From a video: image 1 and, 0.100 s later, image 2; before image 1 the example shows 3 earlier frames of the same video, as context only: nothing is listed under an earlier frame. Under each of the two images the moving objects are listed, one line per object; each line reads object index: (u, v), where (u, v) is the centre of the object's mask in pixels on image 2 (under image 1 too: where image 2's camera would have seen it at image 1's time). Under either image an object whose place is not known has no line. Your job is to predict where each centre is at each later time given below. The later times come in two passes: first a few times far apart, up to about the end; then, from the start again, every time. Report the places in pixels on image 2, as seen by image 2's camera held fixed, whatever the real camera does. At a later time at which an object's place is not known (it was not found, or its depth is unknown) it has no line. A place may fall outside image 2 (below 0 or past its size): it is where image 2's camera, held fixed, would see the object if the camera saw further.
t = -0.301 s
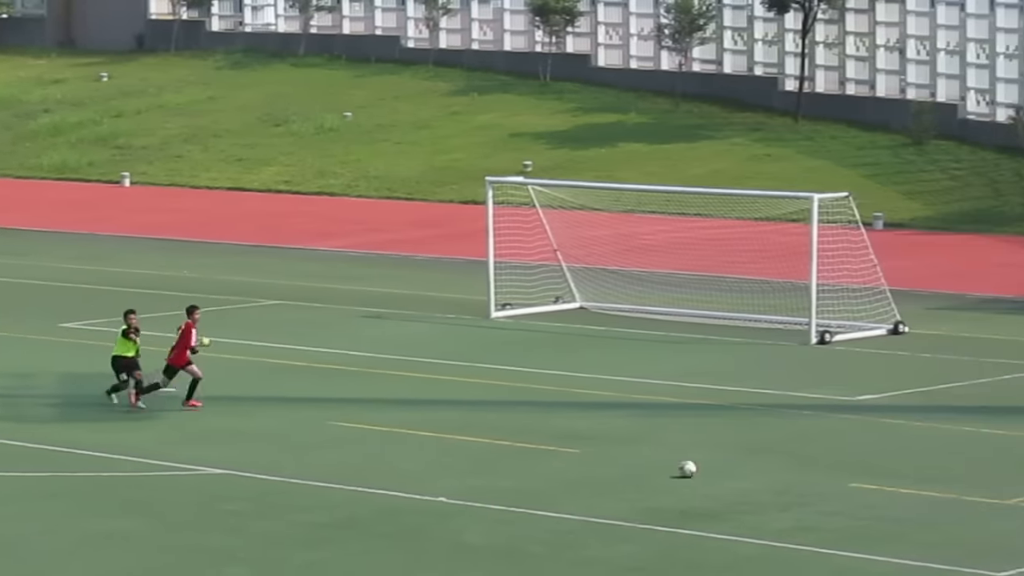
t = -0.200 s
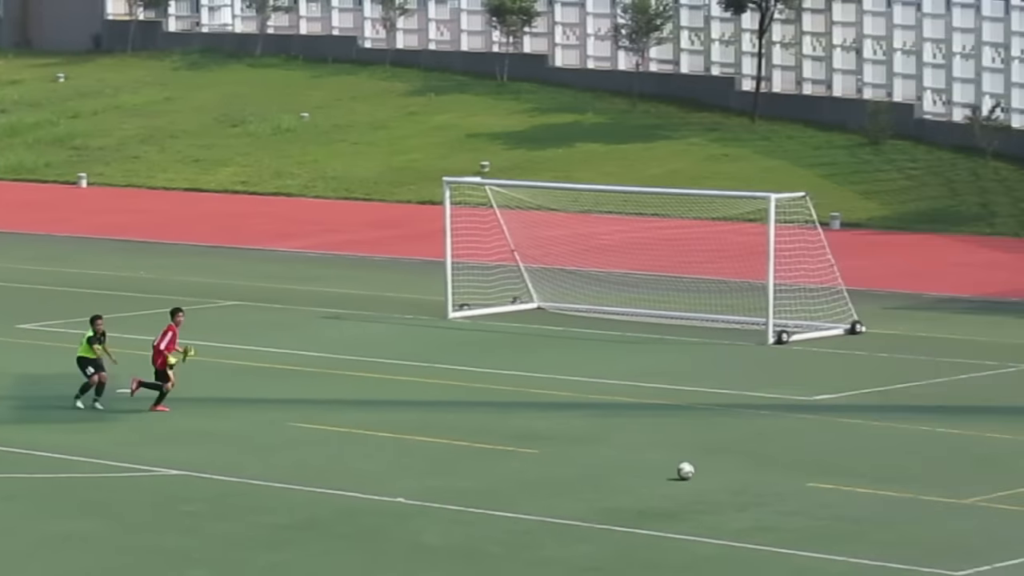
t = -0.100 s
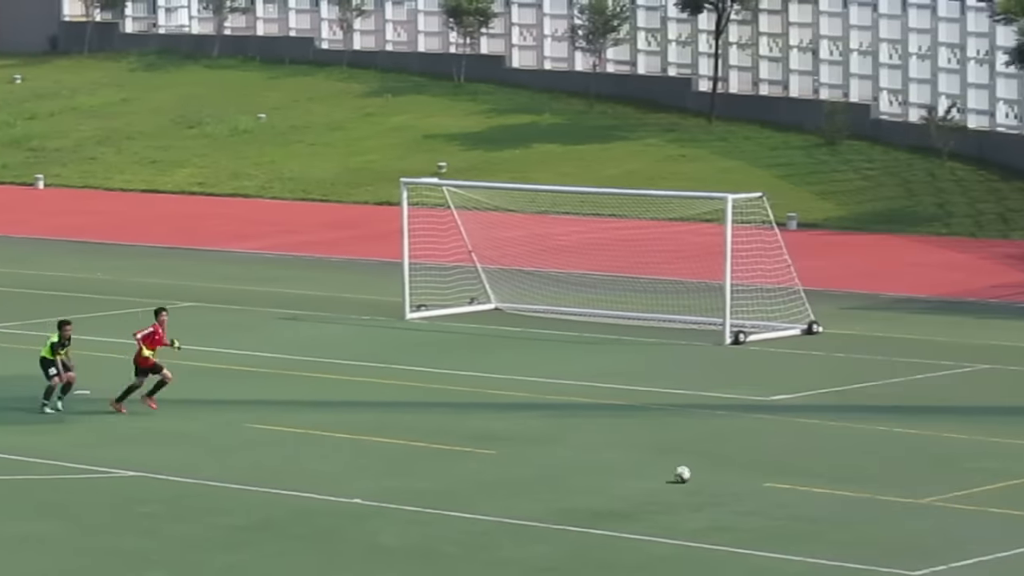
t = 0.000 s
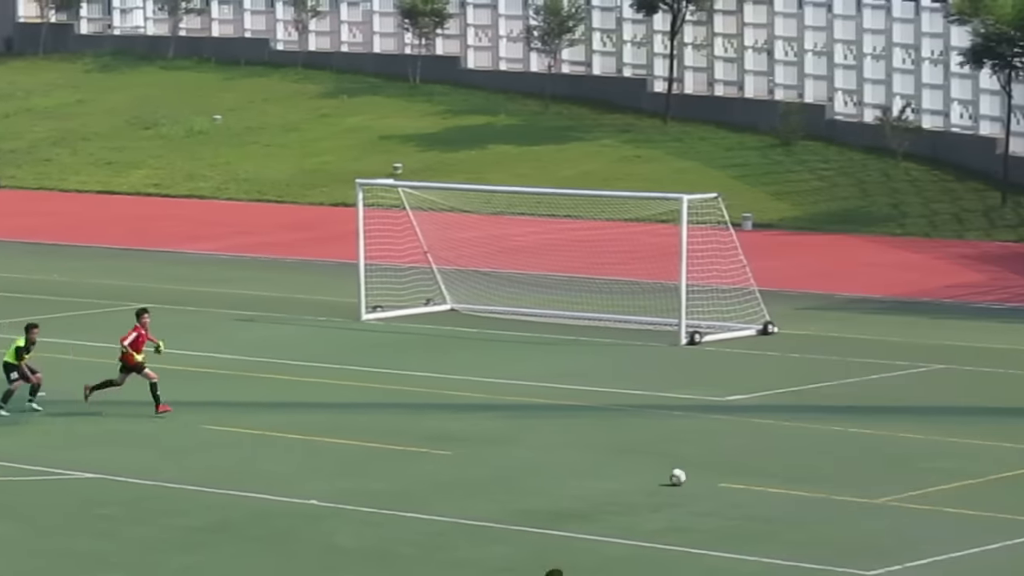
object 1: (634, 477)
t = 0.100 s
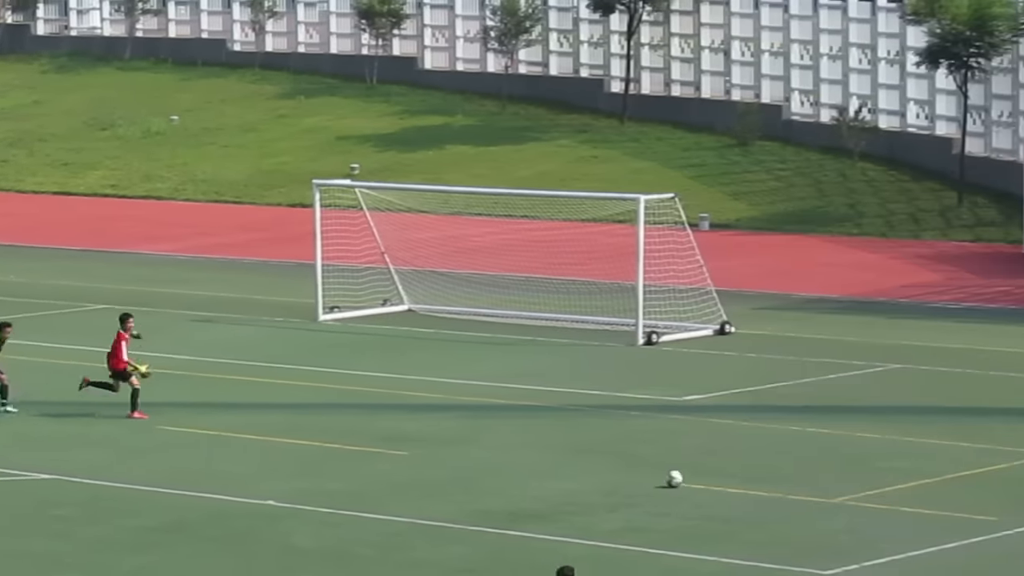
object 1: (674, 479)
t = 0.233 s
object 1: (728, 482)
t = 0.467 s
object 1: (820, 487)
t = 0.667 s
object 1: (899, 492)
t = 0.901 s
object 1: (988, 498)
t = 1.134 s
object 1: (1082, 504)
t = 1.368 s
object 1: (1178, 510)
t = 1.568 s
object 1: (1259, 512)
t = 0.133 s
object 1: (687, 479)
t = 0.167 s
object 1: (700, 480)
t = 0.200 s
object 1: (714, 481)
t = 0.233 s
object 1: (728, 482)
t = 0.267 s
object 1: (740, 482)
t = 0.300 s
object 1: (754, 483)
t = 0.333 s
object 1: (767, 484)
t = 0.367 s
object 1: (780, 485)
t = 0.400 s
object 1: (793, 486)
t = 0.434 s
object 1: (807, 487)
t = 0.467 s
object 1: (820, 487)
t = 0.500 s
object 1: (833, 487)
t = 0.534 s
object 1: (847, 489)
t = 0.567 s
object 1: (859, 490)
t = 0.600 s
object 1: (873, 490)
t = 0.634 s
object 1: (886, 491)
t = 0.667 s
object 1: (899, 492)
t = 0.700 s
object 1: (913, 492)
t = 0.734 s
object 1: (926, 494)
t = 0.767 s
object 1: (938, 494)
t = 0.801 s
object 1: (950, 495)
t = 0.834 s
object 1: (963, 497)
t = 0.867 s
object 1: (976, 498)
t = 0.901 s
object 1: (988, 498)
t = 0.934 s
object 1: (1002, 499)
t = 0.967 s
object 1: (1015, 501)
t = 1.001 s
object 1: (1029, 502)
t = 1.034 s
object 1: (1042, 502)
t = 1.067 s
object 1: (1055, 503)
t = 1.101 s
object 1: (1069, 504)
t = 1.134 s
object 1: (1082, 504)
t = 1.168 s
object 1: (1096, 506)
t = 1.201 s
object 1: (1109, 507)
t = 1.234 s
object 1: (1124, 507)
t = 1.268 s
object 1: (1137, 508)
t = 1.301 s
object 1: (1150, 509)
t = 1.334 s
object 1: (1165, 510)
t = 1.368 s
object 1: (1178, 510)
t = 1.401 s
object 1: (1192, 511)
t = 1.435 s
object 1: (1205, 513)
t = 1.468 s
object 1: (1219, 512)
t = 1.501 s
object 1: (1232, 511)
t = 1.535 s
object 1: (1246, 511)
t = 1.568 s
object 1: (1259, 512)
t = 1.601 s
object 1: (1273, 514)
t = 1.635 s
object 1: (1287, 516)
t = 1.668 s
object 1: (1300, 516)
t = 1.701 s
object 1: (1314, 516)
